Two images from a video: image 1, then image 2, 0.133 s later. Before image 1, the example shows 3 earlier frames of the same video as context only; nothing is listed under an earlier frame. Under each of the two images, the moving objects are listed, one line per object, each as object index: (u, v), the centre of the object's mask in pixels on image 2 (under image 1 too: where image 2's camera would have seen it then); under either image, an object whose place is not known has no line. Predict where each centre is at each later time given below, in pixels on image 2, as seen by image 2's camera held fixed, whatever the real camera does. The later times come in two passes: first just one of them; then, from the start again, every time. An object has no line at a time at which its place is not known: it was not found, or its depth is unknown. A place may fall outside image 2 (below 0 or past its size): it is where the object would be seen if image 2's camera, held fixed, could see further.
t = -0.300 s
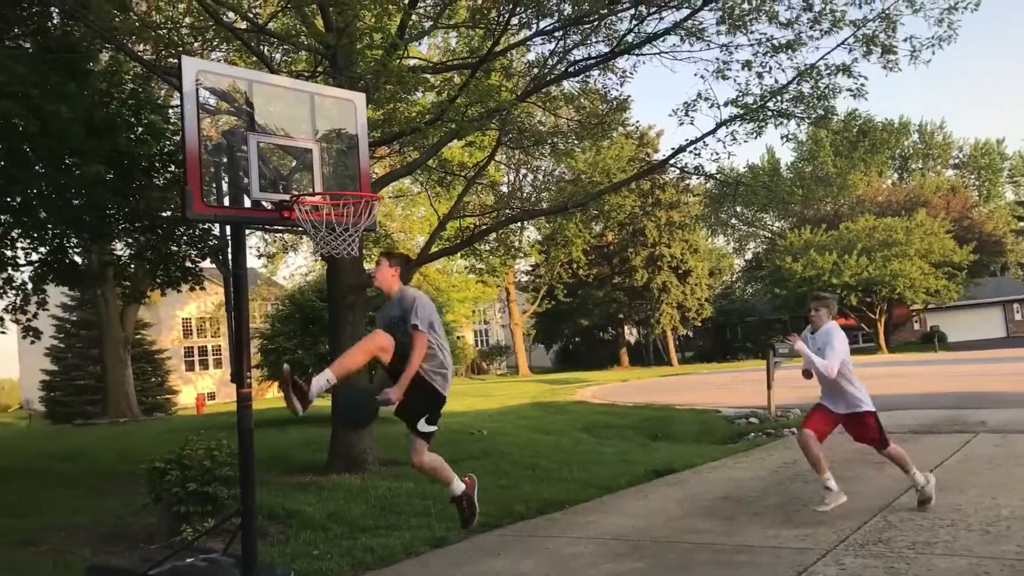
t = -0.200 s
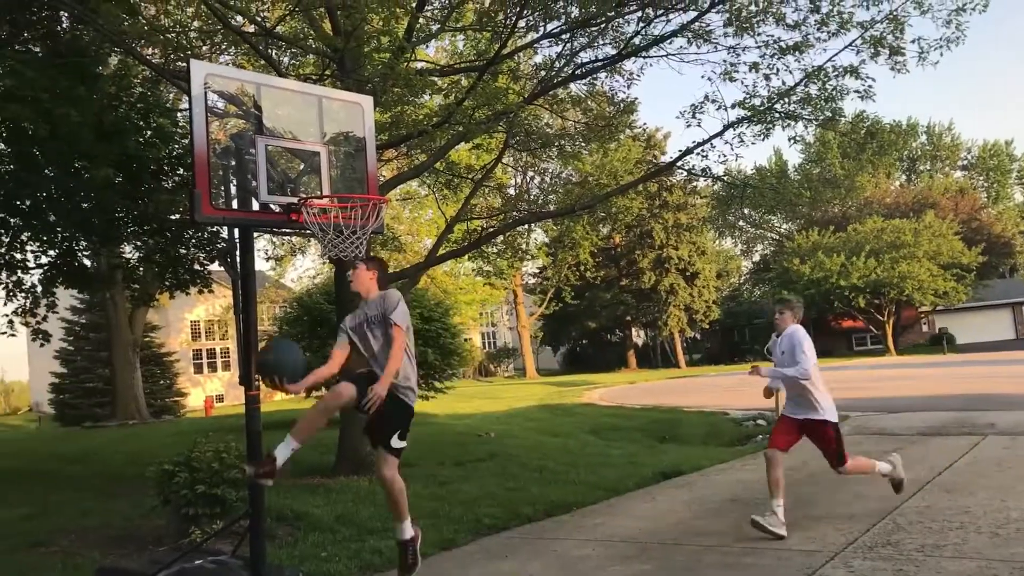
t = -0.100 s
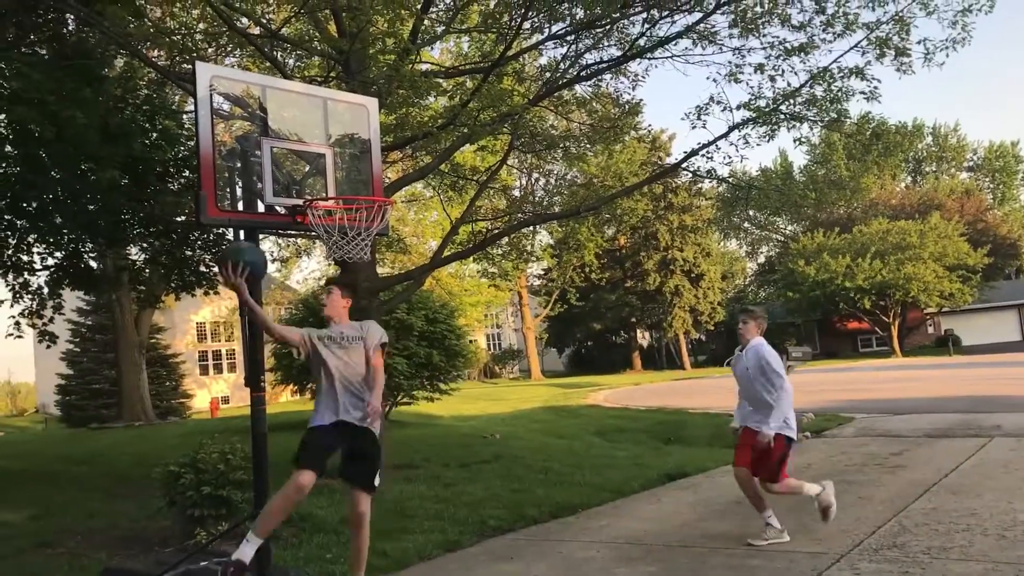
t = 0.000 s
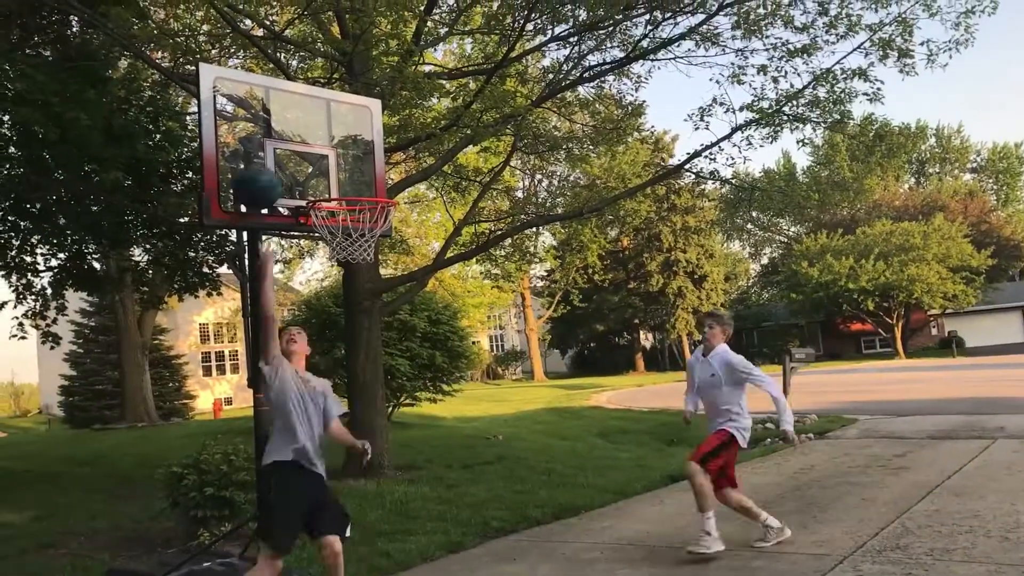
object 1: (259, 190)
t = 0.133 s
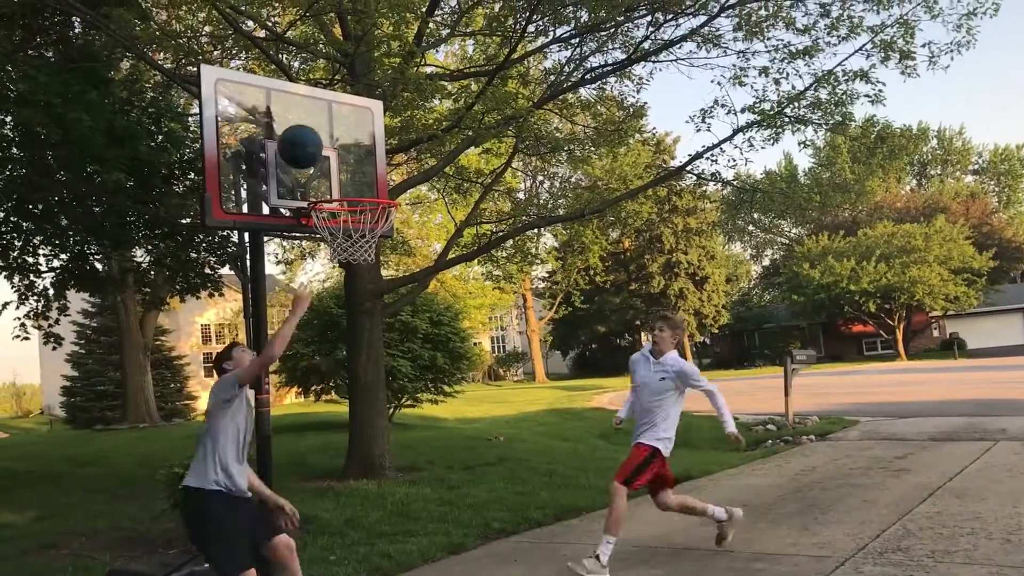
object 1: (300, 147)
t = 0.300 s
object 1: (361, 148)
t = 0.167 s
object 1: (312, 143)
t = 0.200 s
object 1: (324, 142)
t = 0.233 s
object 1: (336, 142)
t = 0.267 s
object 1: (349, 144)
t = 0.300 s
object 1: (361, 148)
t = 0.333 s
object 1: (373, 154)
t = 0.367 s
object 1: (385, 162)
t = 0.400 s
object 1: (397, 171)
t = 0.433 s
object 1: (410, 183)
